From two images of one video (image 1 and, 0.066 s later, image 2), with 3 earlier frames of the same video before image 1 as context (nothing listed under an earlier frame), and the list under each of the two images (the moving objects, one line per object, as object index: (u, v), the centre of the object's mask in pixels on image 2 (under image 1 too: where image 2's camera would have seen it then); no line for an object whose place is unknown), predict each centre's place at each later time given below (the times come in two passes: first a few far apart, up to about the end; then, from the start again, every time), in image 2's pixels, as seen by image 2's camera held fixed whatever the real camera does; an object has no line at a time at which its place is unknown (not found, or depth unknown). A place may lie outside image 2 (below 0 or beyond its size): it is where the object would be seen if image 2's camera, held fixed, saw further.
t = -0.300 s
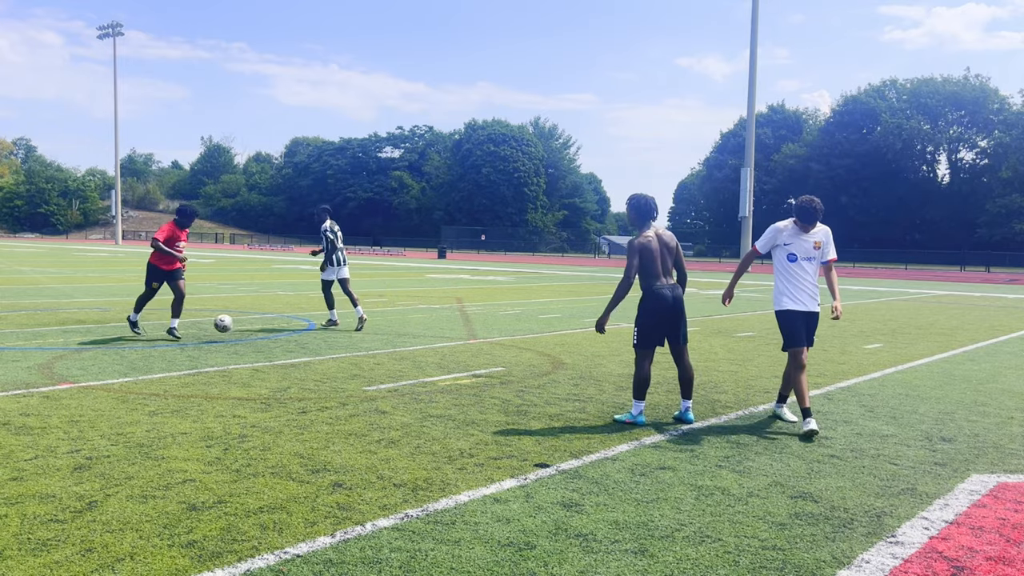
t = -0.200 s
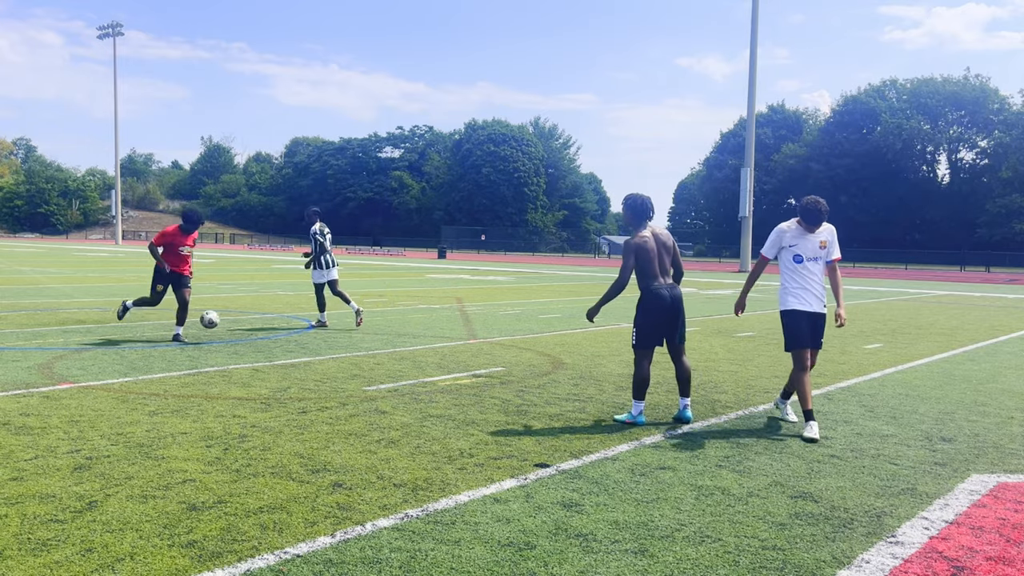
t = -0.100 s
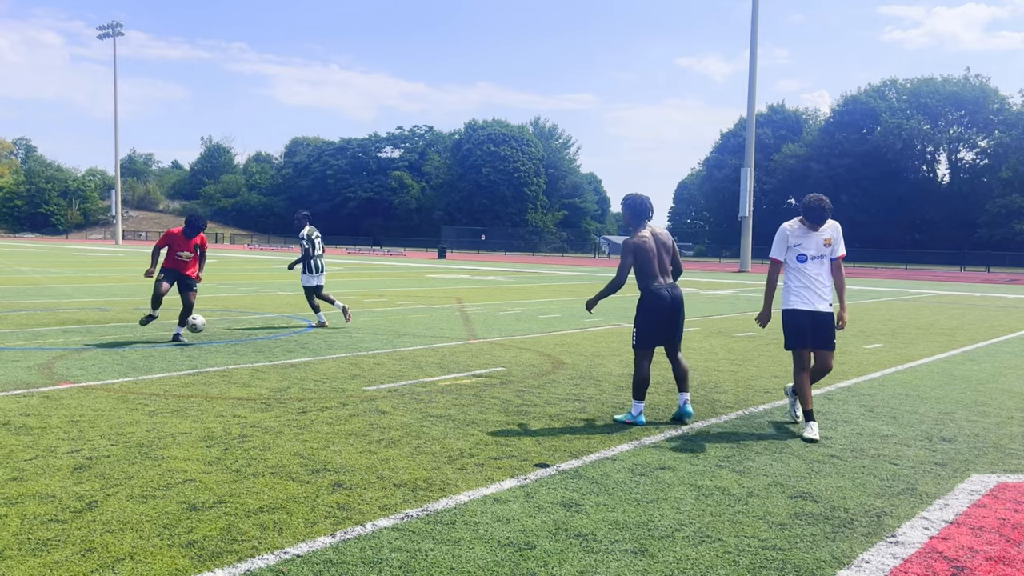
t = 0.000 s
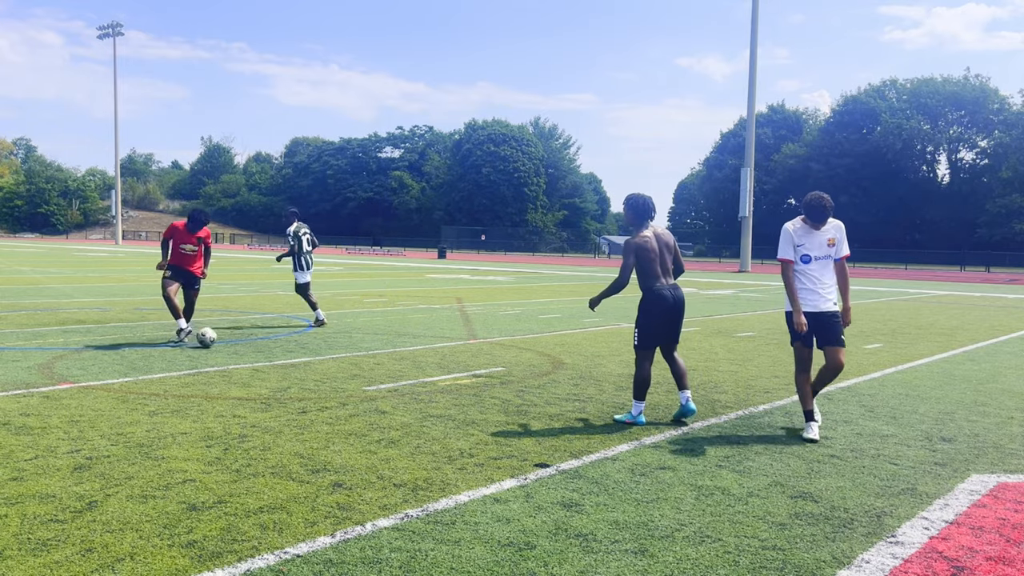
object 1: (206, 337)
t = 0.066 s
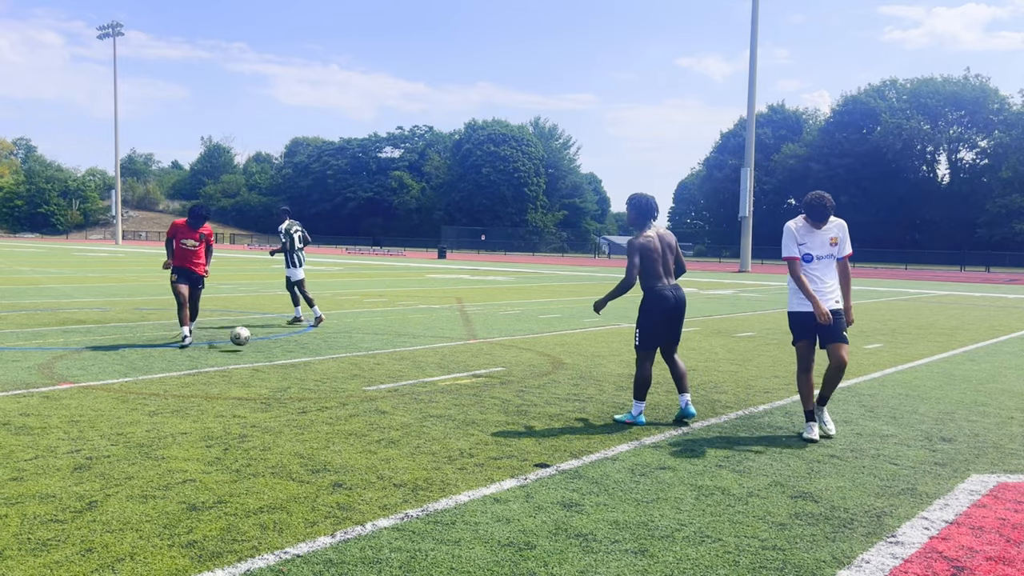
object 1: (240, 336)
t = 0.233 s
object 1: (324, 339)
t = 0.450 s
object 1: (427, 345)
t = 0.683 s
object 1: (532, 368)
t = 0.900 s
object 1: (643, 376)
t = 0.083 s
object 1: (248, 335)
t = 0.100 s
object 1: (256, 334)
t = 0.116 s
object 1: (264, 334)
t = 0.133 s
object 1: (272, 334)
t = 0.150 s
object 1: (281, 334)
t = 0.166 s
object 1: (289, 335)
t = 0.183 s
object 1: (298, 335)
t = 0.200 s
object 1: (306, 336)
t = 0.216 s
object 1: (315, 337)
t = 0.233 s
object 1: (324, 339)
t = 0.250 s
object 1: (333, 341)
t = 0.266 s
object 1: (341, 343)
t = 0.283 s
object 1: (350, 345)
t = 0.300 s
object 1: (359, 348)
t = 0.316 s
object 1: (368, 351)
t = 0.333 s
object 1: (377, 354)
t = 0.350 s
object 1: (383, 353)
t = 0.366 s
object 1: (391, 351)
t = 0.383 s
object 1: (398, 349)
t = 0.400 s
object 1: (405, 348)
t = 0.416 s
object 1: (412, 347)
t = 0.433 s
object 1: (419, 346)
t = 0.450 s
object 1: (427, 345)
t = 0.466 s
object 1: (434, 345)
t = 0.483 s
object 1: (441, 345)
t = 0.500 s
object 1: (449, 346)
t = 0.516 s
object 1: (456, 346)
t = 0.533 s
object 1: (464, 347)
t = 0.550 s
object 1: (471, 348)
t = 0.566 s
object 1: (479, 350)
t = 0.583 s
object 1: (486, 352)
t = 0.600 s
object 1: (494, 354)
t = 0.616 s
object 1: (502, 357)
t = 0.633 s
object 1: (509, 359)
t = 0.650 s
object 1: (517, 363)
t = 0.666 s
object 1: (524, 366)
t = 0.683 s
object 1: (532, 368)
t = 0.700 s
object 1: (541, 367)
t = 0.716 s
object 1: (549, 366)
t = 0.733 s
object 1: (557, 365)
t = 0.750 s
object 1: (566, 365)
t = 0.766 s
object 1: (574, 365)
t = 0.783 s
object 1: (582, 365)
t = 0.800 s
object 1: (591, 366)
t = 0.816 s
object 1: (599, 367)
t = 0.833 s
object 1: (608, 368)
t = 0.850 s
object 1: (617, 370)
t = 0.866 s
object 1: (626, 372)
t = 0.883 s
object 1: (635, 374)
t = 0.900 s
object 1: (643, 376)
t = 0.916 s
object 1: (652, 379)
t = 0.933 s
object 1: (661, 380)
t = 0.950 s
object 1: (671, 380)
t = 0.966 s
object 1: (680, 379)
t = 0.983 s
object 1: (690, 380)
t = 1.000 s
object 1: (699, 380)
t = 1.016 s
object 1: (709, 381)
